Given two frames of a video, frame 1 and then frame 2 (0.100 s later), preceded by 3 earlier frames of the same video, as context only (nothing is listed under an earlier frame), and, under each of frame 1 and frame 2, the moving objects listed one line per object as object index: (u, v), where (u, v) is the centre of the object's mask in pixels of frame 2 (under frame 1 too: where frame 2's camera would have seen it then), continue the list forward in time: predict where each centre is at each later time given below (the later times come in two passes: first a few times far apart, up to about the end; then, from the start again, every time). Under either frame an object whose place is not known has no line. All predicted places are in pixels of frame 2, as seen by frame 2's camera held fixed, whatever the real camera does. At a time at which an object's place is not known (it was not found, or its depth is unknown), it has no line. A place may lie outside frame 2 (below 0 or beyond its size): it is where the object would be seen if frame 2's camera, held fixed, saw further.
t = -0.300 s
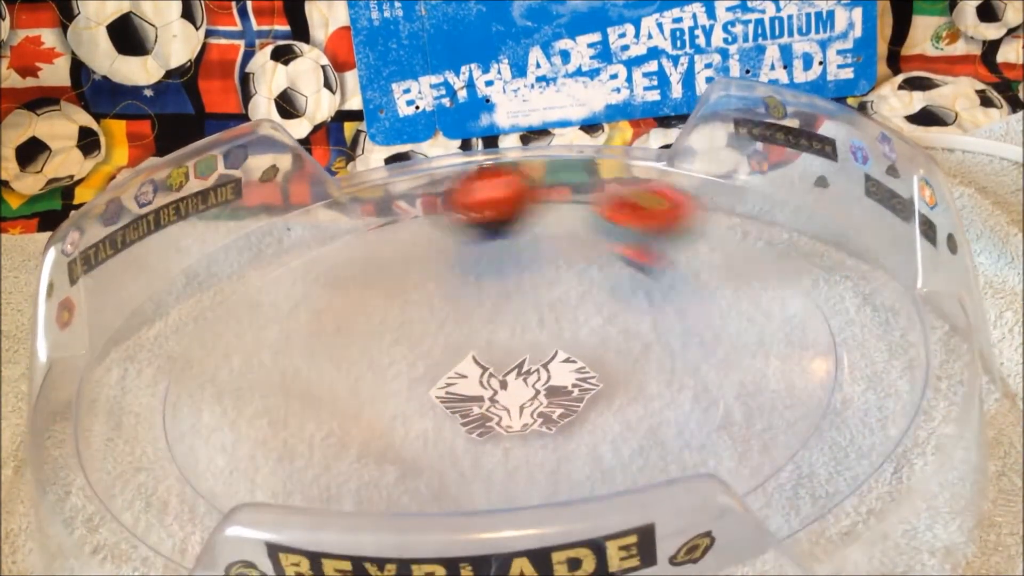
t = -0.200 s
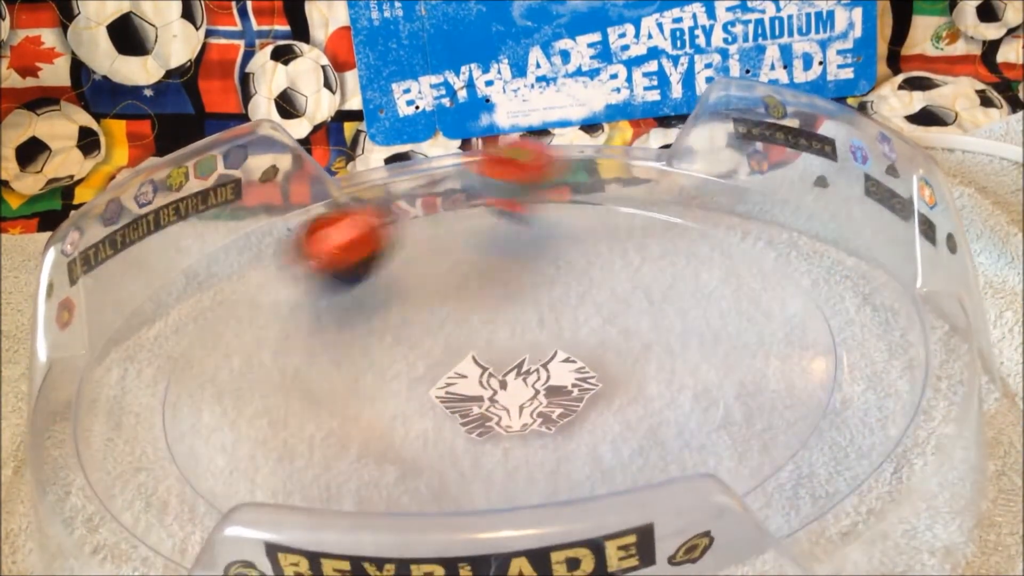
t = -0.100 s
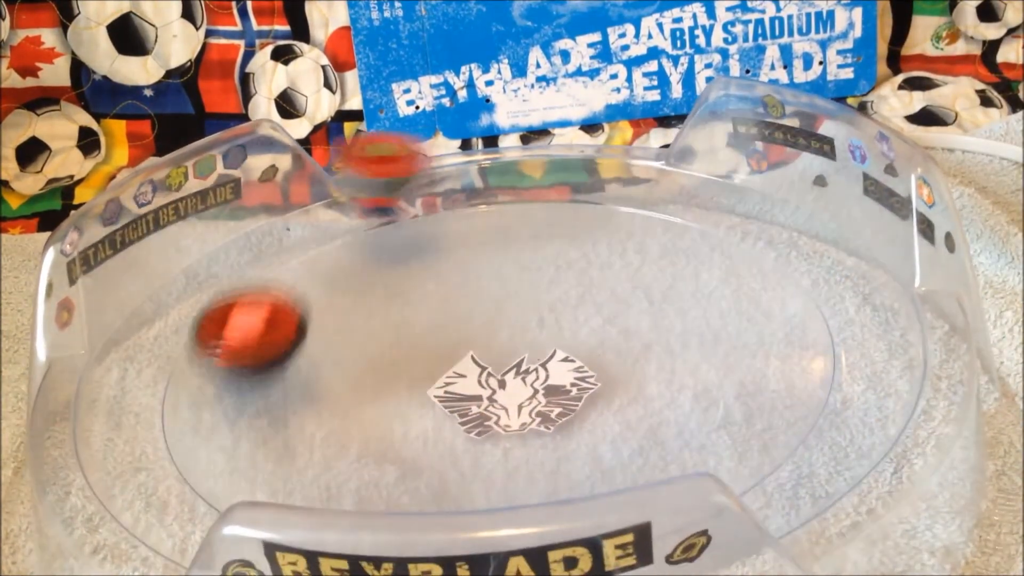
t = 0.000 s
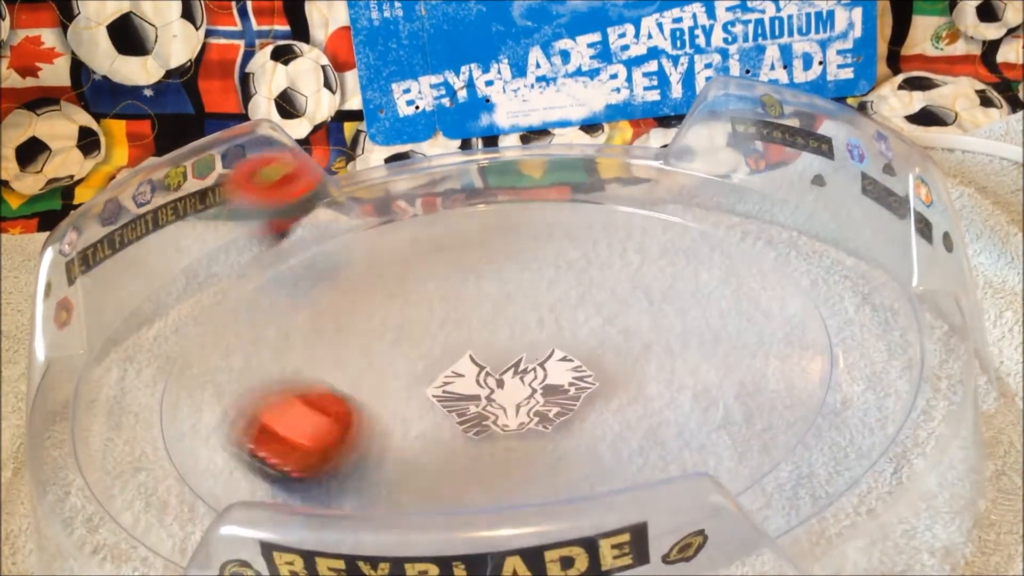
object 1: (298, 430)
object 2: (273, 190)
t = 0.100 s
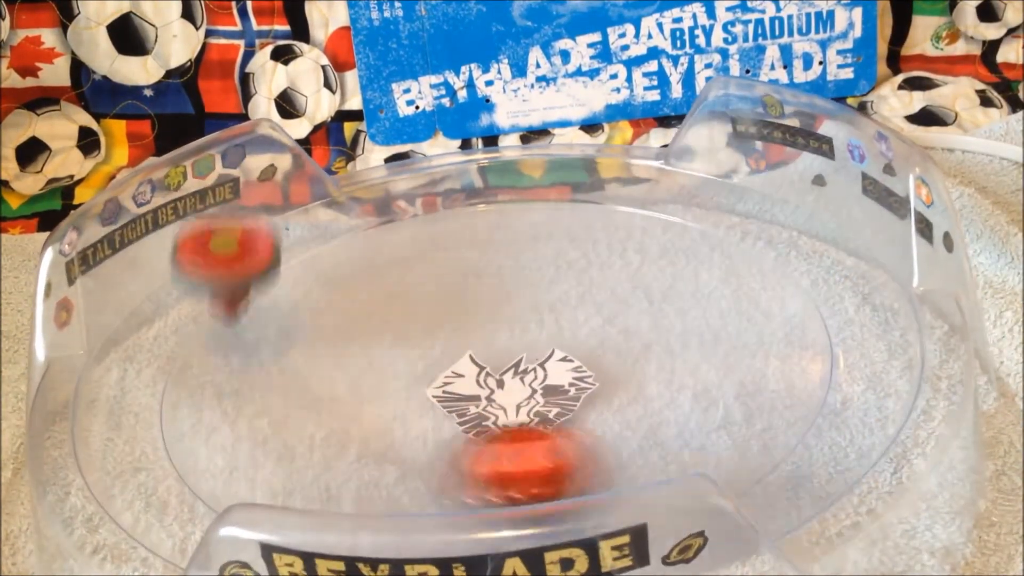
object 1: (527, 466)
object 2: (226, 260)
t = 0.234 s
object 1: (815, 348)
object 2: (306, 373)
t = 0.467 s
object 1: (569, 173)
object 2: (678, 330)
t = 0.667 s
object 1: (214, 279)
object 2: (685, 179)
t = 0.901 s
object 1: (403, 485)
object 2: (415, 201)
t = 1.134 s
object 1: (820, 294)
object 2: (353, 383)
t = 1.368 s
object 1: (479, 179)
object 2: (692, 361)
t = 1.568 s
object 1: (181, 322)
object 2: (653, 220)
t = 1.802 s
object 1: (529, 469)
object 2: (349, 223)
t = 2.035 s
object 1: (767, 221)
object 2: (236, 372)
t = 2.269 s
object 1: (371, 201)
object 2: (597, 384)
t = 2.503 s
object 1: (215, 401)
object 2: (634, 199)
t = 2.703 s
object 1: (661, 411)
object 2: (441, 175)
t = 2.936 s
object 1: (708, 176)
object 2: (308, 300)
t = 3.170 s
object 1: (308, 242)
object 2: (587, 366)
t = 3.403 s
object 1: (253, 467)
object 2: (687, 208)
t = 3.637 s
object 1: (769, 391)
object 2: (442, 207)
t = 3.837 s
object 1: (694, 205)
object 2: (305, 344)
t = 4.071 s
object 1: (329, 212)
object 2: (564, 422)
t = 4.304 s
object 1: (246, 426)
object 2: (655, 258)
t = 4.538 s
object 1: (676, 337)
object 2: (413, 193)
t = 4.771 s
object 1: (541, 161)
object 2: (228, 292)
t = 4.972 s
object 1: (368, 132)
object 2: (422, 396)
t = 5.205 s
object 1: (450, 201)
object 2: (673, 267)
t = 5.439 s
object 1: (547, 258)
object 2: (556, 164)
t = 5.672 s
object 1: (659, 253)
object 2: (352, 251)
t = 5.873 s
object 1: (634, 231)
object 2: (412, 389)
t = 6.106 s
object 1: (505, 341)
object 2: (697, 333)
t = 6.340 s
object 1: (620, 422)
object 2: (574, 217)
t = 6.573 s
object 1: (709, 279)
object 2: (309, 262)
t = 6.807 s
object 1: (368, 277)
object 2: (324, 407)
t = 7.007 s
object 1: (175, 411)
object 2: (595, 359)
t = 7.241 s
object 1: (545, 459)
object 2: (596, 201)
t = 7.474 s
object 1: (585, 262)
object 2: (398, 187)
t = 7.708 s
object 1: (348, 187)
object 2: (338, 325)
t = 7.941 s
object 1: (311, 346)
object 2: (607, 360)
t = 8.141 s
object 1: (614, 357)
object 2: (688, 237)
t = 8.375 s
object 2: (457, 225)
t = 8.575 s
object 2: (306, 328)
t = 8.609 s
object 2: (303, 350)
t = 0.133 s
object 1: (621, 449)
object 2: (227, 285)
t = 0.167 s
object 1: (702, 425)
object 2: (241, 315)
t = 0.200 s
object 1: (769, 387)
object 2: (266, 345)
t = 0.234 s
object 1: (815, 348)
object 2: (306, 373)
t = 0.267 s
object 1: (822, 309)
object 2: (353, 391)
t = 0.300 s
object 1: (809, 271)
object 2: (409, 402)
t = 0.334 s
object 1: (780, 240)
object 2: (472, 402)
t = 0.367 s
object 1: (738, 212)
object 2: (541, 391)
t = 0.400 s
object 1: (688, 191)
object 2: (596, 376)
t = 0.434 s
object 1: (628, 177)
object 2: (641, 356)
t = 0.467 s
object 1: (569, 173)
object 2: (678, 330)
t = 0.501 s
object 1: (498, 178)
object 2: (706, 300)
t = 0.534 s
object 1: (428, 186)
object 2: (724, 271)
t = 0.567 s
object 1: (372, 198)
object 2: (730, 239)
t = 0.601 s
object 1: (306, 222)
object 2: (727, 214)
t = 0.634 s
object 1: (257, 247)
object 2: (714, 189)
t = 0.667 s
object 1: (214, 279)
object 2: (685, 179)
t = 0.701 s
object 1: (182, 314)
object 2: (648, 173)
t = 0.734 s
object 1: (165, 349)
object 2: (611, 167)
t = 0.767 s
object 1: (168, 391)
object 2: (572, 166)
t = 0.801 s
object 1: (192, 429)
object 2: (529, 167)
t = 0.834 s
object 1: (246, 462)
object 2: (491, 173)
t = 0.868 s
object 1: (313, 476)
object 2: (453, 185)
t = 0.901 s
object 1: (403, 485)
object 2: (415, 201)
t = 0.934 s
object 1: (503, 490)
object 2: (382, 223)
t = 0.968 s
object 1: (596, 477)
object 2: (354, 246)
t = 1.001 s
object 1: (689, 449)
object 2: (330, 276)
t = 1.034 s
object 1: (755, 420)
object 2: (319, 304)
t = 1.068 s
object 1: (800, 378)
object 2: (318, 332)
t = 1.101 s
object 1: (820, 334)
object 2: (330, 358)
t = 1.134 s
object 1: (820, 294)
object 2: (353, 383)
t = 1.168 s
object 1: (802, 257)
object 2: (388, 404)
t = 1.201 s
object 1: (766, 226)
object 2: (434, 419)
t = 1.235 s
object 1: (723, 204)
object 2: (489, 426)
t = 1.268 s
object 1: (672, 185)
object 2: (551, 421)
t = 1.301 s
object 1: (609, 174)
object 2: (606, 408)
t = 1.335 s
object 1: (549, 174)
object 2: (655, 385)
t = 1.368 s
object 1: (479, 179)
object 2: (692, 361)
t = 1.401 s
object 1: (413, 190)
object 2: (716, 333)
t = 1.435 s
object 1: (356, 204)
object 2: (727, 305)
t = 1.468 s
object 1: (298, 227)
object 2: (724, 278)
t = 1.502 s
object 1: (245, 256)
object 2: (710, 256)
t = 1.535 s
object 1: (208, 286)
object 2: (684, 236)
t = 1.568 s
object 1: (181, 322)
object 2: (653, 220)
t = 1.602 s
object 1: (171, 357)
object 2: (613, 209)
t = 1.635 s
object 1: (182, 397)
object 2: (572, 200)
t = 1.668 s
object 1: (218, 429)
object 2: (526, 198)
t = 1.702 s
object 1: (278, 458)
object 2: (482, 199)
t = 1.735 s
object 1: (351, 472)
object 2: (434, 203)
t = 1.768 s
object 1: (438, 476)
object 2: (392, 210)
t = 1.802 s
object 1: (529, 469)
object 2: (349, 223)
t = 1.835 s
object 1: (620, 447)
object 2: (308, 237)
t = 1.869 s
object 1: (692, 413)
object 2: (272, 255)
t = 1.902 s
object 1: (741, 376)
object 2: (244, 276)
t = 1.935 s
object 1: (770, 334)
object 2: (225, 298)
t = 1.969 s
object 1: (785, 294)
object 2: (215, 323)
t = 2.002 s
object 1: (784, 255)
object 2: (218, 350)
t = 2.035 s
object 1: (767, 221)
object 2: (236, 372)
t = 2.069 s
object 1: (725, 204)
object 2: (265, 397)
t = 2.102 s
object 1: (679, 187)
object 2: (313, 418)
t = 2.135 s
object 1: (617, 176)
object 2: (369, 430)
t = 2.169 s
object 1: (561, 173)
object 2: (430, 432)
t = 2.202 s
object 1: (497, 177)
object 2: (491, 424)
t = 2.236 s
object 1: (432, 186)
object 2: (552, 407)
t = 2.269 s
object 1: (371, 201)
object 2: (597, 384)
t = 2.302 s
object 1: (311, 222)
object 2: (635, 358)
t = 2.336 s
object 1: (263, 247)
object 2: (655, 332)
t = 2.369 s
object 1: (224, 276)
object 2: (668, 301)
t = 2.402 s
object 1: (198, 305)
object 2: (674, 272)
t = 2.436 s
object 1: (184, 337)
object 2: (667, 245)
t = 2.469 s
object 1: (190, 370)
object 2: (654, 220)
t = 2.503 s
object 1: (215, 401)
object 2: (634, 199)
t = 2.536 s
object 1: (263, 430)
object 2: (609, 180)
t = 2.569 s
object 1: (333, 455)
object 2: (582, 163)
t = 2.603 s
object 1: (408, 463)
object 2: (548, 162)
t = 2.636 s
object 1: (503, 461)
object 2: (512, 166)
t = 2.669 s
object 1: (592, 443)
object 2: (477, 167)
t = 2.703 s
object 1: (661, 411)
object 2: (441, 175)
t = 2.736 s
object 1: (720, 372)
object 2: (408, 184)
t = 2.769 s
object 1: (754, 335)
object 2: (380, 192)
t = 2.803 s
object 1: (775, 295)
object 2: (352, 207)
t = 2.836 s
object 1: (786, 257)
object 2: (330, 223)
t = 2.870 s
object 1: (772, 220)
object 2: (315, 246)
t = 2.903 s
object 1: (740, 200)
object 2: (306, 271)
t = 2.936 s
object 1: (708, 176)
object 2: (308, 300)
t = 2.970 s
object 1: (668, 159)
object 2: (322, 324)
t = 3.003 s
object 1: (603, 169)
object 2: (351, 348)
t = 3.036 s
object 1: (542, 178)
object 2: (387, 365)
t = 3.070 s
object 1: (476, 189)
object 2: (433, 377)
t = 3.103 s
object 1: (415, 203)
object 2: (482, 381)
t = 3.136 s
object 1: (359, 221)
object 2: (539, 378)
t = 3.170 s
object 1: (308, 242)
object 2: (587, 366)
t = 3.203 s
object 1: (265, 268)
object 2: (632, 350)
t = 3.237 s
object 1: (227, 299)
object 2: (664, 330)
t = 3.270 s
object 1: (201, 331)
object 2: (690, 305)
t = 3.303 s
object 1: (187, 367)
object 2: (707, 277)
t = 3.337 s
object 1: (190, 403)
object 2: (712, 251)
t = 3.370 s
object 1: (209, 442)
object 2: (704, 227)
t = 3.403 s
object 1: (253, 467)
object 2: (687, 208)
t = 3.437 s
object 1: (327, 480)
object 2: (662, 194)
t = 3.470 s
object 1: (412, 487)
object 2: (632, 184)
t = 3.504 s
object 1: (501, 492)
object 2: (599, 180)
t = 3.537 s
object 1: (589, 480)
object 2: (560, 179)
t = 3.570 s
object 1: (671, 451)
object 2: (521, 185)
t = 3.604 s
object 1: (729, 432)
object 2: (477, 195)
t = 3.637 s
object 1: (769, 391)
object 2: (442, 207)
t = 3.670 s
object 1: (791, 354)
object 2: (405, 226)
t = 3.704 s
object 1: (795, 319)
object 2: (372, 245)
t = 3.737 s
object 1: (786, 284)
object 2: (343, 269)
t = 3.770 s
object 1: (763, 254)
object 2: (323, 293)
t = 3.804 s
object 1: (733, 228)
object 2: (309, 318)
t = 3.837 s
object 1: (694, 205)
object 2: (305, 344)
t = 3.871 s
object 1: (652, 188)
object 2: (310, 369)
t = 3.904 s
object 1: (607, 174)
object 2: (329, 392)
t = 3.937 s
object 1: (552, 172)
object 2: (360, 412)
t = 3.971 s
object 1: (496, 175)
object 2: (400, 427)
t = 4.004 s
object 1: (438, 182)
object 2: (448, 437)
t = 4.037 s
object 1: (379, 195)
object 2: (510, 434)
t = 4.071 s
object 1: (329, 212)
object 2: (564, 422)
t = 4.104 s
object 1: (275, 240)
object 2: (608, 404)
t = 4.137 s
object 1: (233, 267)
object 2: (648, 381)
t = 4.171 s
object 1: (200, 299)
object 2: (671, 355)
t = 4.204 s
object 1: (181, 333)
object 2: (682, 330)
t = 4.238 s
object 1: (181, 368)
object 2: (684, 303)
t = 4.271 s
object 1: (203, 400)
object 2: (674, 280)
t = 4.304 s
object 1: (246, 426)
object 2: (655, 258)
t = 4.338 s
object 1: (312, 450)
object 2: (633, 240)
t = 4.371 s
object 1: (385, 458)
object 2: (601, 224)
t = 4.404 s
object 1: (460, 457)
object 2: (566, 211)
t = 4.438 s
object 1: (543, 438)
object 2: (530, 201)
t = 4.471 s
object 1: (604, 406)
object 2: (489, 196)
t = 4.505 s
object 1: (650, 372)
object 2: (450, 192)
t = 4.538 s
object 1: (676, 337)
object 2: (413, 193)
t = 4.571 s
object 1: (688, 301)
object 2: (374, 195)
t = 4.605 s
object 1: (687, 267)
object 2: (336, 202)
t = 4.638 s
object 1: (674, 233)
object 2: (298, 211)
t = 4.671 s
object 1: (653, 203)
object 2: (272, 229)
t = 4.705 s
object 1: (623, 178)
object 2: (249, 250)
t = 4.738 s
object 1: (585, 166)
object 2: (234, 269)
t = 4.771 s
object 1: (541, 161)
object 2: (228, 292)
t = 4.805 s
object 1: (501, 154)
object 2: (234, 315)
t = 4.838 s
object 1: (459, 141)
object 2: (251, 339)
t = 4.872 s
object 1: (421, 137)
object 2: (284, 364)
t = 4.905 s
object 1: (380, 142)
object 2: (321, 382)
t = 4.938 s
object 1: (361, 137)
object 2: (370, 392)
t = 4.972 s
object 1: (368, 132)
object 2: (422, 396)
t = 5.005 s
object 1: (378, 144)
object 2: (477, 390)
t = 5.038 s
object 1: (388, 156)
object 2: (532, 380)
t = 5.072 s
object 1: (399, 166)
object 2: (577, 363)
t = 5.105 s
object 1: (413, 173)
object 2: (612, 343)
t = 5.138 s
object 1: (425, 180)
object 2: (643, 319)
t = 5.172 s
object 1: (437, 192)
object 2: (661, 295)
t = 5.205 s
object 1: (450, 201)
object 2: (673, 267)
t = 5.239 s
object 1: (464, 210)
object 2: (677, 240)
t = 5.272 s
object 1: (477, 219)
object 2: (672, 219)
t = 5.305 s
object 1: (488, 227)
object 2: (659, 197)
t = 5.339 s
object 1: (501, 235)
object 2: (642, 178)
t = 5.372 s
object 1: (515, 243)
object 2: (619, 167)
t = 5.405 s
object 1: (529, 251)
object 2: (584, 165)
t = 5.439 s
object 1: (547, 258)
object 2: (556, 164)
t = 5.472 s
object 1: (564, 262)
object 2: (522, 164)
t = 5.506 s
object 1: (582, 264)
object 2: (485, 170)
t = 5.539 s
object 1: (601, 265)
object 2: (452, 178)
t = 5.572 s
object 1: (618, 265)
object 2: (421, 192)
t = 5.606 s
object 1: (635, 262)
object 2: (394, 206)
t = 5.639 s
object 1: (648, 258)
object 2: (371, 228)
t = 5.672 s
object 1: (659, 253)
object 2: (352, 251)
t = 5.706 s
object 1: (666, 245)
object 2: (338, 277)
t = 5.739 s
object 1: (668, 238)
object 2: (335, 302)
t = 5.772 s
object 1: (667, 232)
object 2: (340, 327)
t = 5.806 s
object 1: (660, 229)
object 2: (354, 350)
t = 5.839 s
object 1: (648, 228)
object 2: (377, 371)
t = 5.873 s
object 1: (634, 231)
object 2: (412, 389)
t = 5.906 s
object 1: (612, 238)
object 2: (451, 402)
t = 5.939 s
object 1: (590, 249)
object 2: (502, 408)
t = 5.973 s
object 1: (567, 264)
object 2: (555, 403)
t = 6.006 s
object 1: (547, 281)
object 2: (598, 395)
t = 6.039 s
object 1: (530, 299)
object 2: (643, 376)
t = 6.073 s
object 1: (514, 322)
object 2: (677, 353)
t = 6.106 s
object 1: (505, 341)
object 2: (697, 333)
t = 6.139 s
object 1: (500, 363)
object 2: (707, 308)
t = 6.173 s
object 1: (502, 383)
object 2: (708, 283)
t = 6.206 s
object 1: (512, 400)
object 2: (697, 263)
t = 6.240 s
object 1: (528, 414)
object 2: (673, 246)
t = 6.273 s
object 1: (553, 422)
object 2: (645, 232)
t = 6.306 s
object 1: (586, 425)
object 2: (613, 223)
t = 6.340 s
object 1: (620, 422)
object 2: (574, 217)
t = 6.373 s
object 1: (660, 413)
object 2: (537, 214)
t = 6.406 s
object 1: (701, 396)
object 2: (497, 215)
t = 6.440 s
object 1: (732, 373)
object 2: (457, 220)
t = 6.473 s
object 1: (752, 346)
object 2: (415, 226)
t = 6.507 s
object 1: (752, 319)
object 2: (378, 236)
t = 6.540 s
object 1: (736, 297)
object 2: (344, 246)
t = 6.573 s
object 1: (709, 279)
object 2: (309, 262)
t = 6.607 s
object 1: (669, 265)
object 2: (282, 280)
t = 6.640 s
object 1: (619, 256)
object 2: (263, 301)
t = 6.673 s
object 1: (572, 252)
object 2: (250, 323)
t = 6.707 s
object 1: (520, 253)
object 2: (250, 344)
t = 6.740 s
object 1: (466, 257)
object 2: (262, 367)
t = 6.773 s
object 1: (417, 265)
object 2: (287, 388)
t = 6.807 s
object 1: (368, 277)
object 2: (324, 407)
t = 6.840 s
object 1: (320, 293)
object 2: (371, 416)
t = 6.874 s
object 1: (279, 311)
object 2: (422, 419)
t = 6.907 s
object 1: (241, 332)
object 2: (469, 414)
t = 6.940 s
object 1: (211, 356)
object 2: (522, 401)
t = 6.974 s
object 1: (186, 383)
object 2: (564, 380)
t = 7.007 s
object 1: (175, 411)
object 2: (595, 359)
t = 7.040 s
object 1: (200, 439)
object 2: (617, 336)
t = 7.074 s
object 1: (230, 461)
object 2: (633, 311)
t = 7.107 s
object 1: (281, 473)
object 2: (641, 287)
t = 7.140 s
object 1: (346, 481)
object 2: (639, 263)
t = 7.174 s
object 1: (414, 480)
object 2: (630, 239)
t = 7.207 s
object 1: (481, 473)
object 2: (616, 219)
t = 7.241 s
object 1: (545, 459)
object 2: (596, 201)
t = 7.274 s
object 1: (591, 433)
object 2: (573, 186)
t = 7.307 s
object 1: (619, 404)
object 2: (546, 174)
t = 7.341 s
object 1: (636, 370)
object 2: (518, 165)
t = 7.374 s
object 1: (635, 343)
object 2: (490, 163)
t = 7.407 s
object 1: (627, 313)
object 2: (457, 174)
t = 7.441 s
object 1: (609, 287)
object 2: (428, 181)
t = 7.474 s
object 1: (585, 262)
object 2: (398, 187)
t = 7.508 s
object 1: (557, 241)
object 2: (375, 198)
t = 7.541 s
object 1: (522, 221)
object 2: (354, 214)
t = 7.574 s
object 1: (485, 205)
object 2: (335, 233)
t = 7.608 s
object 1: (450, 191)
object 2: (324, 254)
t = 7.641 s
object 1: (413, 183)
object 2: (320, 279)
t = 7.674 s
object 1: (381, 185)
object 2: (324, 304)
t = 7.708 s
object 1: (348, 187)
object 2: (338, 325)
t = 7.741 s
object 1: (324, 190)
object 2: (363, 346)
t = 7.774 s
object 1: (304, 211)
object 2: (393, 361)
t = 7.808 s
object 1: (290, 240)
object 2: (431, 373)
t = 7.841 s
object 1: (280, 264)
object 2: (474, 378)
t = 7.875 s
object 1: (280, 289)
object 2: (521, 380)
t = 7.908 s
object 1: (288, 319)
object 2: (566, 373)
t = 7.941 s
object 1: (311, 346)
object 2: (607, 360)
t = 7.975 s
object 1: (349, 372)
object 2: (642, 344)
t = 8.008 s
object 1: (396, 385)
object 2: (671, 326)
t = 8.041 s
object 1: (451, 391)
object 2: (694, 300)
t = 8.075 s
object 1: (515, 389)
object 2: (701, 279)
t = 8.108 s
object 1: (570, 376)
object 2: (699, 257)
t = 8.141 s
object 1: (614, 357)
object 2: (688, 237)
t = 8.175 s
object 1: (652, 331)
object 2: (667, 223)
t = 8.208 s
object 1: (680, 302)
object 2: (641, 213)
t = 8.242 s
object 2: (606, 207)
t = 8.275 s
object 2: (570, 205)
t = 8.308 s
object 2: (533, 209)
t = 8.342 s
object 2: (498, 215)
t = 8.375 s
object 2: (457, 225)
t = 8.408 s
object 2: (424, 236)
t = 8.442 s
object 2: (390, 251)
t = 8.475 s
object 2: (363, 268)
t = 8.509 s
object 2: (337, 288)
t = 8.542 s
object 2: (318, 307)
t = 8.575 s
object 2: (306, 328)
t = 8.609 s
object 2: (303, 350)
